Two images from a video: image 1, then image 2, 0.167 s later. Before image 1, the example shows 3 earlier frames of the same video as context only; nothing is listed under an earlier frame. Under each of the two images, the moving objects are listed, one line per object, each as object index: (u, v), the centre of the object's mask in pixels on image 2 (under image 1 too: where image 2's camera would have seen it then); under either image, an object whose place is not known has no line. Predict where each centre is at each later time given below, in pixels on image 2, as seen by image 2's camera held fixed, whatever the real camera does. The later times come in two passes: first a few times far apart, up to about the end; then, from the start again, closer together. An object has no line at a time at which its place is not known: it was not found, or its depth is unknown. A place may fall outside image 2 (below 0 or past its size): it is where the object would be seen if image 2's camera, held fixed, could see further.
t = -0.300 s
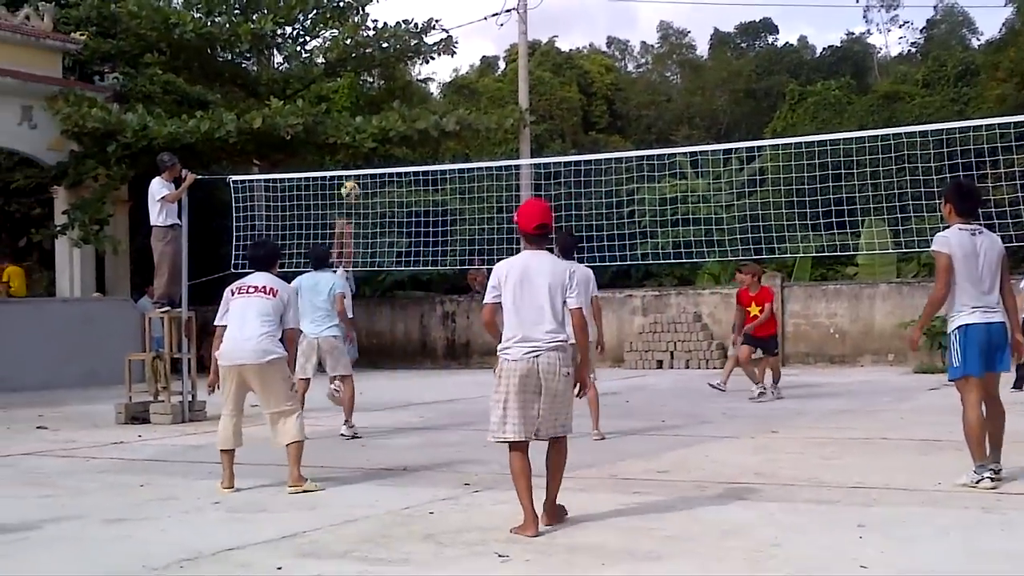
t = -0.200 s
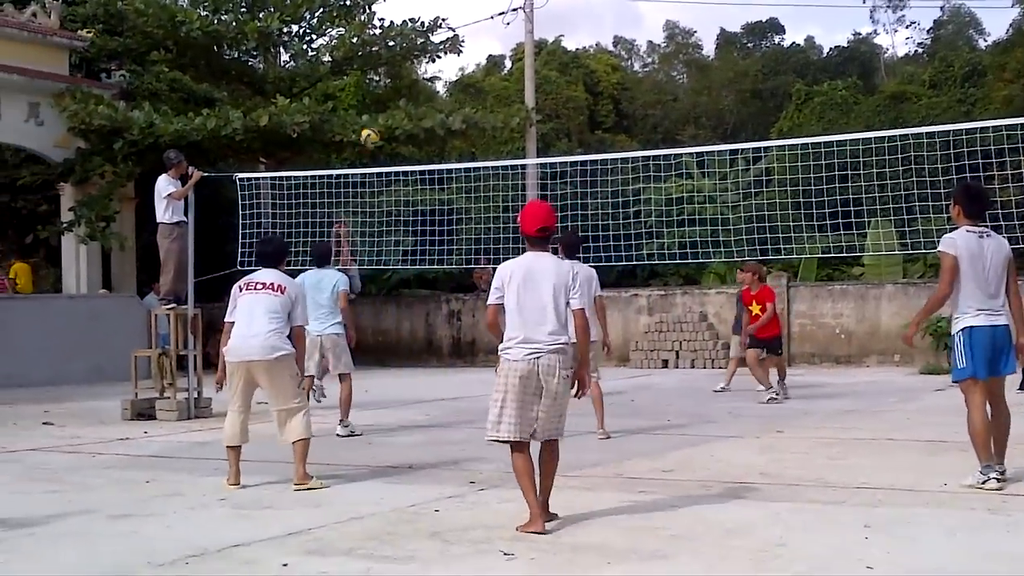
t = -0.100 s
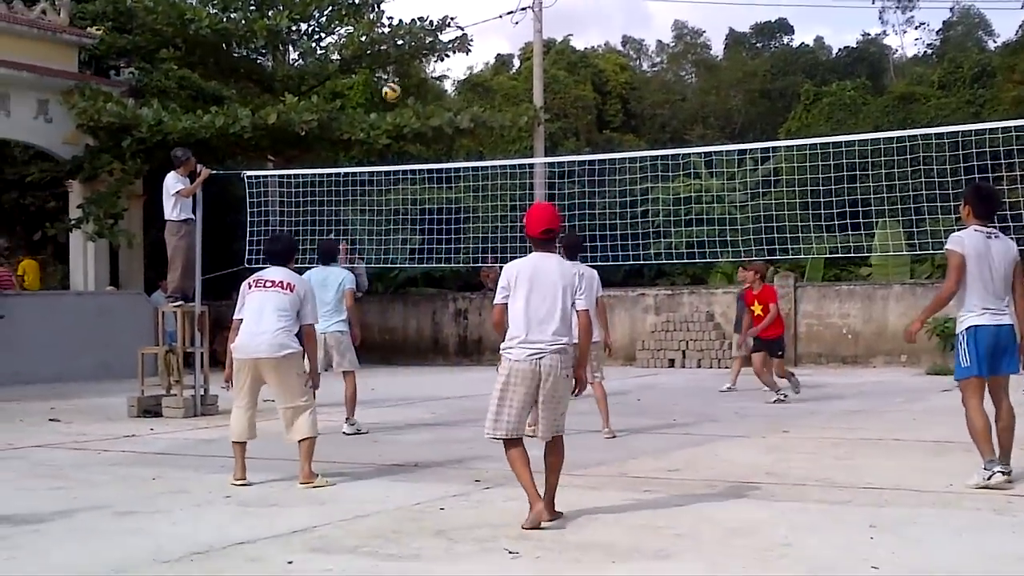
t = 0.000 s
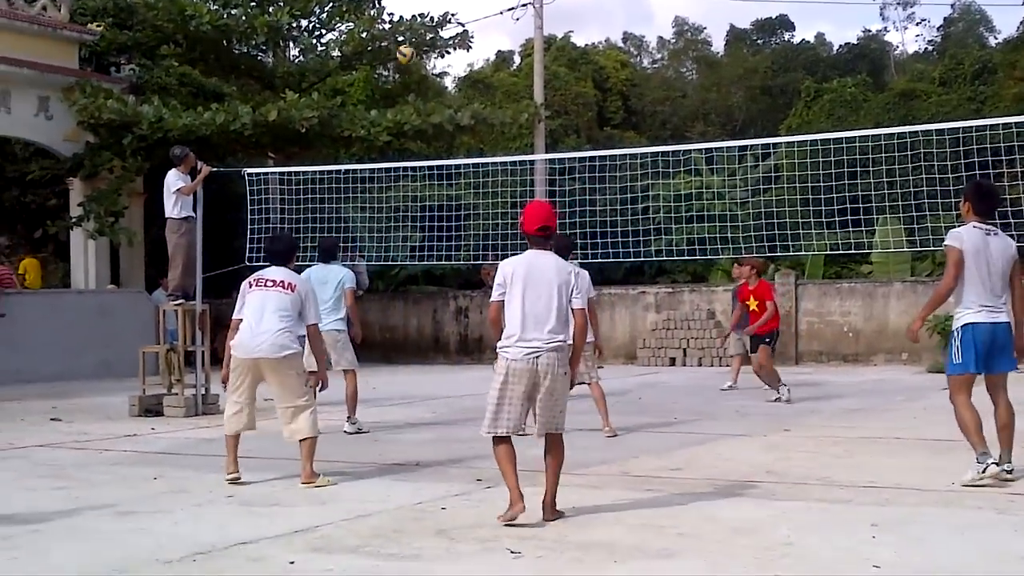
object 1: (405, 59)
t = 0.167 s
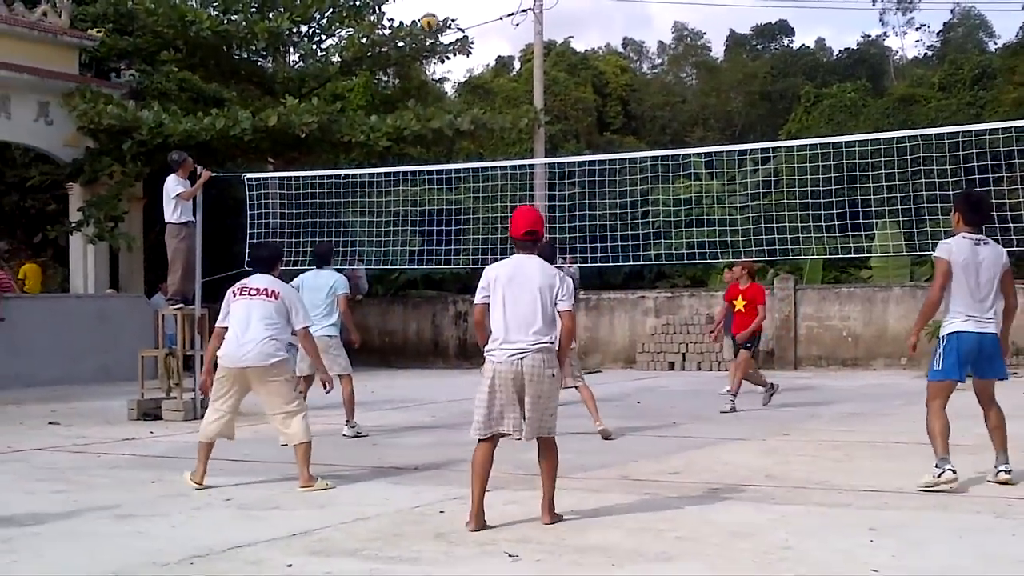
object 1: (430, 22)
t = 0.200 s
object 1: (434, 17)
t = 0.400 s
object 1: (462, 10)
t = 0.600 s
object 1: (490, 36)
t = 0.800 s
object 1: (518, 99)
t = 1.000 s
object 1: (543, 191)
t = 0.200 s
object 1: (434, 17)
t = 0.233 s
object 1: (439, 13)
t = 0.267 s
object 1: (443, 10)
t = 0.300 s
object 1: (448, 9)
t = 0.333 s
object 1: (453, 8)
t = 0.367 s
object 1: (457, 8)
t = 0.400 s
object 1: (462, 10)
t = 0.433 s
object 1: (467, 10)
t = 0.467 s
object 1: (472, 13)
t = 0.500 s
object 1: (476, 18)
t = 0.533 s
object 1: (481, 23)
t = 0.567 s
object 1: (486, 29)
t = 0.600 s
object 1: (490, 36)
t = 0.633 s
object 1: (495, 44)
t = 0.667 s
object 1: (500, 53)
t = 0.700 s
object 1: (505, 64)
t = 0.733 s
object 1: (509, 74)
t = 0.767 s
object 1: (514, 87)
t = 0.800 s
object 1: (518, 99)
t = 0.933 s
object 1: (535, 163)
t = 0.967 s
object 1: (541, 180)
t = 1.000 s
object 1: (543, 191)
